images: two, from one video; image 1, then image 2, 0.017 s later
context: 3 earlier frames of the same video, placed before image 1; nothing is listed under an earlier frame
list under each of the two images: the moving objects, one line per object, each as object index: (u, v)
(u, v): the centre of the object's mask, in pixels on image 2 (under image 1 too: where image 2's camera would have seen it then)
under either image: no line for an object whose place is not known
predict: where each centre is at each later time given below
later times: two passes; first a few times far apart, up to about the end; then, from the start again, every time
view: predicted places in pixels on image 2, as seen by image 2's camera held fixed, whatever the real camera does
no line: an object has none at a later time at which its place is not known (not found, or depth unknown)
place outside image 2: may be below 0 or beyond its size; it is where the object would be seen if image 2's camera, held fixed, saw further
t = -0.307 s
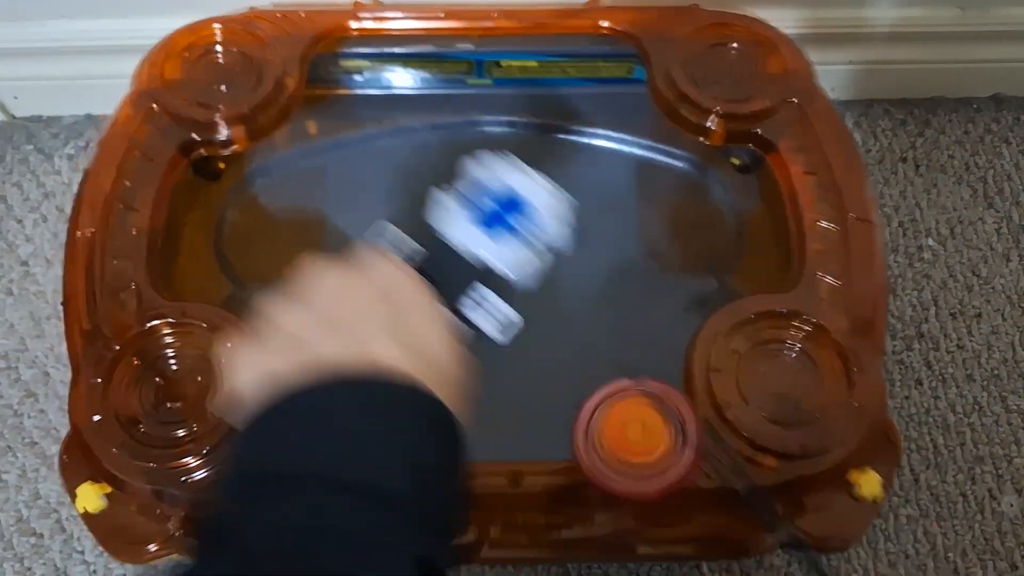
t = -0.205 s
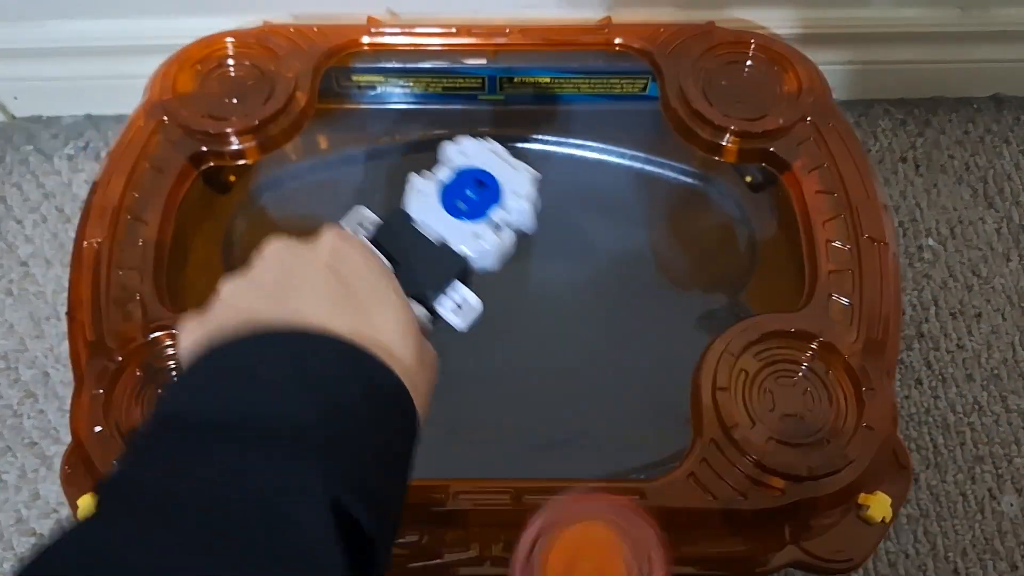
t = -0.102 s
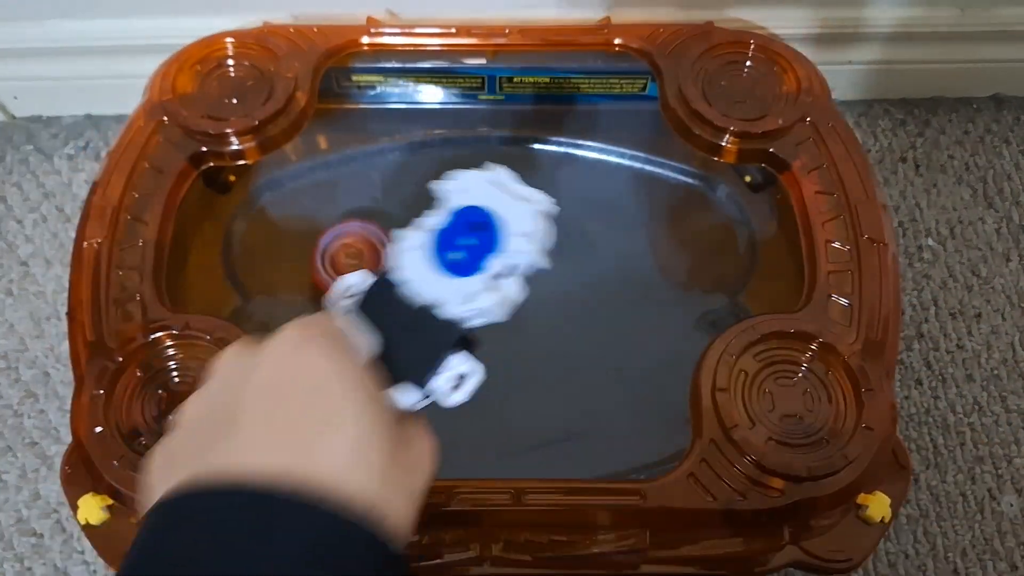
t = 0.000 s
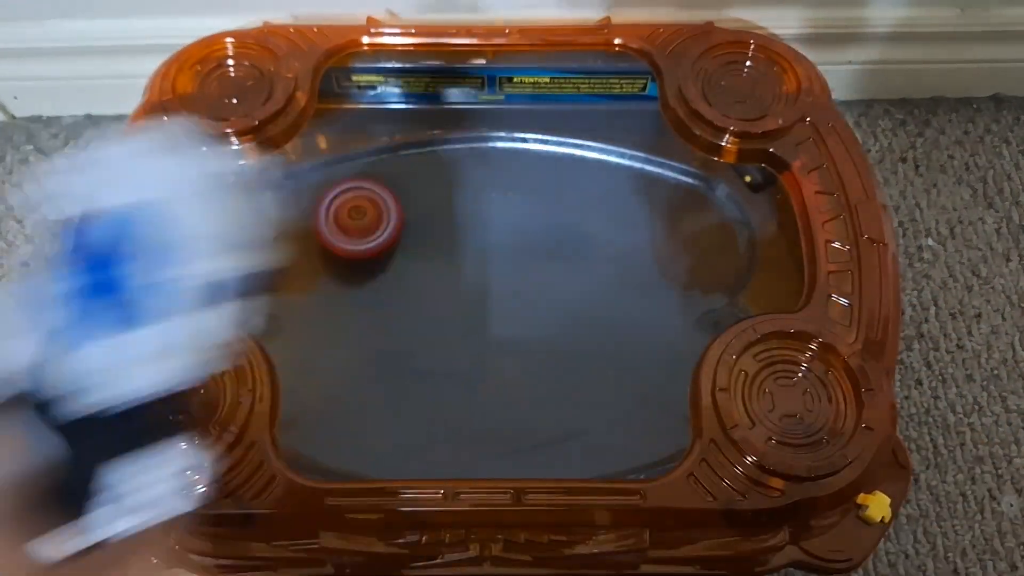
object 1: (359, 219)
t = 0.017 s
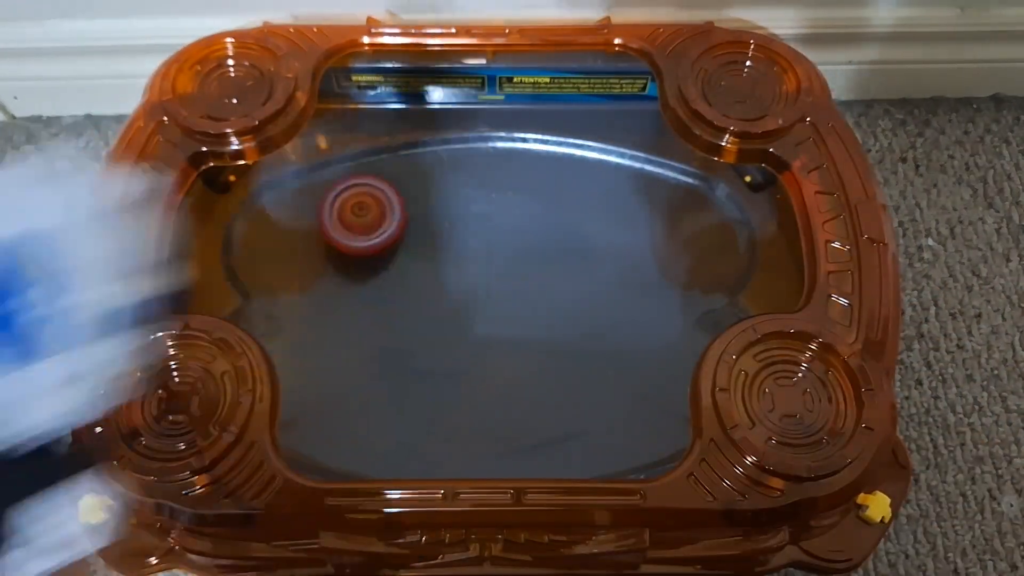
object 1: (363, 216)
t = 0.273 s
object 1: (513, 256)
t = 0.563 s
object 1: (518, 389)
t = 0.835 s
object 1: (355, 321)
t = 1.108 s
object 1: (469, 240)
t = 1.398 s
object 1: (562, 375)
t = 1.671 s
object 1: (407, 356)
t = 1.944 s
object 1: (482, 252)
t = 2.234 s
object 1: (595, 338)
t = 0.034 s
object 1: (369, 213)
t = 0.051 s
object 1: (375, 210)
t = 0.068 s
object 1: (383, 208)
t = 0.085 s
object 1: (392, 209)
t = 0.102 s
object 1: (400, 210)
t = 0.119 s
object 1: (410, 212)
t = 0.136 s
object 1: (419, 215)
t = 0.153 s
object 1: (430, 220)
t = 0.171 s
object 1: (442, 222)
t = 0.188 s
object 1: (455, 226)
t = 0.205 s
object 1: (466, 231)
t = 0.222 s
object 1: (479, 237)
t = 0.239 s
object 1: (491, 242)
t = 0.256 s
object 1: (502, 249)
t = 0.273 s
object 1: (513, 256)
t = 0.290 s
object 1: (523, 264)
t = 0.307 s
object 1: (532, 272)
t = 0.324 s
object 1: (539, 281)
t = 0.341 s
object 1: (545, 290)
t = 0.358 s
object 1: (551, 300)
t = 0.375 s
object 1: (555, 308)
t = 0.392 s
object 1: (558, 316)
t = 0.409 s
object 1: (559, 327)
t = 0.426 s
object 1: (559, 341)
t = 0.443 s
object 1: (558, 350)
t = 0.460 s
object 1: (556, 358)
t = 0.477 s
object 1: (553, 365)
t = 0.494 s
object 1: (548, 372)
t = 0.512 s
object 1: (542, 378)
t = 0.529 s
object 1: (535, 383)
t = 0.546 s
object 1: (527, 387)
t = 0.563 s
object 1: (518, 389)
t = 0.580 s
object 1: (510, 379)
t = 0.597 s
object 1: (497, 392)
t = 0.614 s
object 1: (485, 393)
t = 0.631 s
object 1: (474, 392)
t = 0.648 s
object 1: (463, 390)
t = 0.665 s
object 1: (451, 388)
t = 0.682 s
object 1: (439, 385)
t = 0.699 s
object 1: (427, 381)
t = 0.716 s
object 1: (416, 376)
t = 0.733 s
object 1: (404, 371)
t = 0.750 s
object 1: (393, 364)
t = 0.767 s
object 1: (383, 357)
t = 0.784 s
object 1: (374, 349)
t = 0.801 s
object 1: (366, 340)
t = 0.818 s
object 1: (360, 331)
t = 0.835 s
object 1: (355, 321)
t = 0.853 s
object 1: (353, 311)
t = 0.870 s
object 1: (352, 302)
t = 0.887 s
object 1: (353, 294)
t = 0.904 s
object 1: (355, 286)
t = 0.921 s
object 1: (358, 278)
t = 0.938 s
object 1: (362, 271)
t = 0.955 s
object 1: (368, 263)
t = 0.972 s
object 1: (375, 256)
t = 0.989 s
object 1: (385, 249)
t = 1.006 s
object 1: (395, 244)
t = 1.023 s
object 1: (405, 241)
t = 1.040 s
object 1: (417, 238)
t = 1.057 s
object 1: (429, 237)
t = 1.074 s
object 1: (442, 237)
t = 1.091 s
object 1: (456, 238)
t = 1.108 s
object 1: (469, 240)
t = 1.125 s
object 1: (481, 244)
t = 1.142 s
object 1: (493, 247)
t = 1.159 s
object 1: (505, 252)
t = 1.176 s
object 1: (516, 258)
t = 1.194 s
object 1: (526, 265)
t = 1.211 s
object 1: (536, 272)
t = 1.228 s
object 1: (545, 280)
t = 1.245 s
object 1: (553, 288)
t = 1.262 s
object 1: (559, 296)
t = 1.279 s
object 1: (564, 304)
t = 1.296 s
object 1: (568, 313)
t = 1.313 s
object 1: (570, 326)
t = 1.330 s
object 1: (572, 339)
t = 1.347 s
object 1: (572, 349)
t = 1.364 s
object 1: (570, 358)
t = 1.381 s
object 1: (567, 367)
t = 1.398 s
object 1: (562, 375)
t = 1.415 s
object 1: (556, 381)
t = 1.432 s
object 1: (549, 386)
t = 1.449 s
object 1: (541, 391)
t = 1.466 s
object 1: (531, 395)
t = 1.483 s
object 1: (521, 397)
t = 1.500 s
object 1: (509, 399)
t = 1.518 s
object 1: (497, 399)
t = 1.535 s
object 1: (485, 398)
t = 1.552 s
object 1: (473, 396)
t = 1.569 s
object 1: (462, 393)
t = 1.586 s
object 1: (450, 389)
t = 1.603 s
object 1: (440, 384)
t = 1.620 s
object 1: (430, 378)
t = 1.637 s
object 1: (422, 371)
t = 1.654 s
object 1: (414, 364)
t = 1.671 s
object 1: (407, 356)
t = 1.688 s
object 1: (403, 347)
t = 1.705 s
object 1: (399, 338)
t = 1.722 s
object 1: (397, 329)
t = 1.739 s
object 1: (397, 320)
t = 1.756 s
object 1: (398, 311)
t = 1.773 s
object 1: (400, 303)
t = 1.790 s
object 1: (404, 292)
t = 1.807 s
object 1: (411, 283)
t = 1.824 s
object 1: (417, 276)
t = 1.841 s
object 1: (424, 270)
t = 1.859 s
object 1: (432, 264)
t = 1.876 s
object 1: (441, 260)
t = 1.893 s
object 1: (450, 257)
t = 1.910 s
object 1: (460, 254)
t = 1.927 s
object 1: (471, 253)
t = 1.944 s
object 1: (482, 252)
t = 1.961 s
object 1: (493, 253)
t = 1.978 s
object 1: (505, 255)
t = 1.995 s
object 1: (516, 258)
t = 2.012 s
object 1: (527, 260)
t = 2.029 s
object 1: (538, 263)
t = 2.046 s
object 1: (548, 267)
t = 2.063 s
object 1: (558, 271)
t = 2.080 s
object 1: (566, 277)
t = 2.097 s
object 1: (573, 283)
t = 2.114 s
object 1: (579, 289)
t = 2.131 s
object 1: (584, 296)
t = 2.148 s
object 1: (588, 302)
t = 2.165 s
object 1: (592, 309)
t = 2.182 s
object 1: (594, 316)
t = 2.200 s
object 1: (595, 323)
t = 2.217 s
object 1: (596, 330)
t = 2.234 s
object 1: (595, 338)
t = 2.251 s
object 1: (593, 345)
